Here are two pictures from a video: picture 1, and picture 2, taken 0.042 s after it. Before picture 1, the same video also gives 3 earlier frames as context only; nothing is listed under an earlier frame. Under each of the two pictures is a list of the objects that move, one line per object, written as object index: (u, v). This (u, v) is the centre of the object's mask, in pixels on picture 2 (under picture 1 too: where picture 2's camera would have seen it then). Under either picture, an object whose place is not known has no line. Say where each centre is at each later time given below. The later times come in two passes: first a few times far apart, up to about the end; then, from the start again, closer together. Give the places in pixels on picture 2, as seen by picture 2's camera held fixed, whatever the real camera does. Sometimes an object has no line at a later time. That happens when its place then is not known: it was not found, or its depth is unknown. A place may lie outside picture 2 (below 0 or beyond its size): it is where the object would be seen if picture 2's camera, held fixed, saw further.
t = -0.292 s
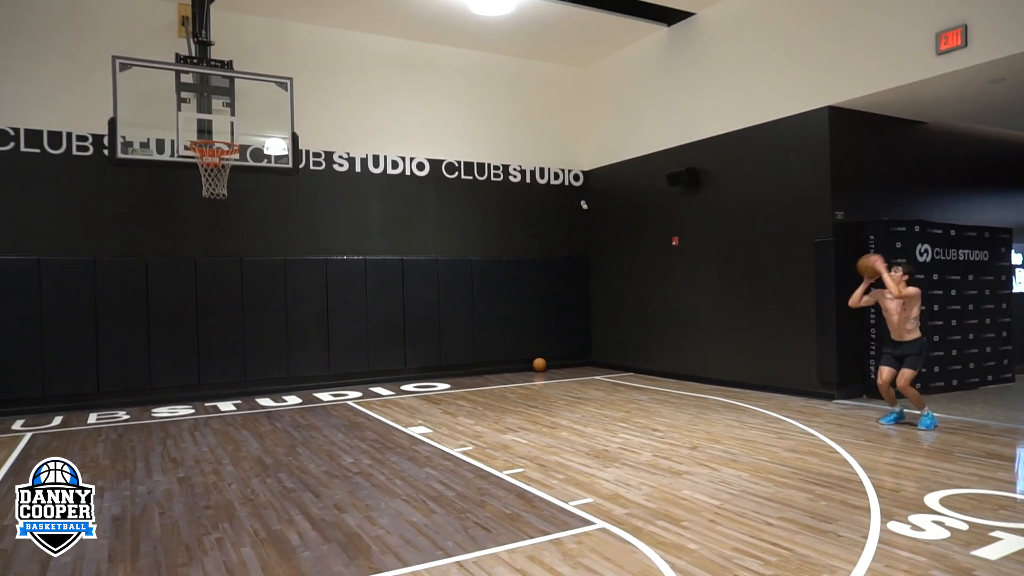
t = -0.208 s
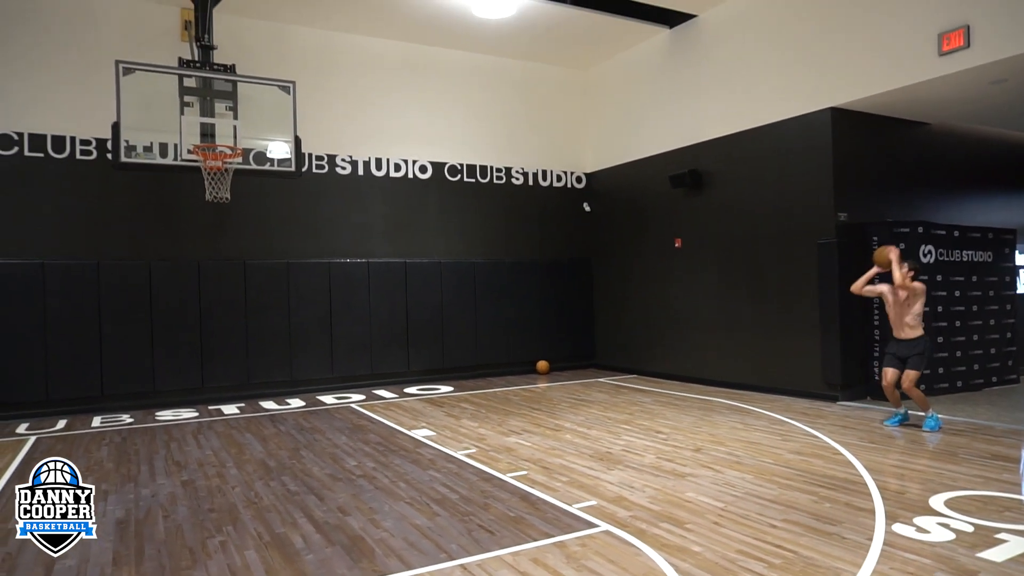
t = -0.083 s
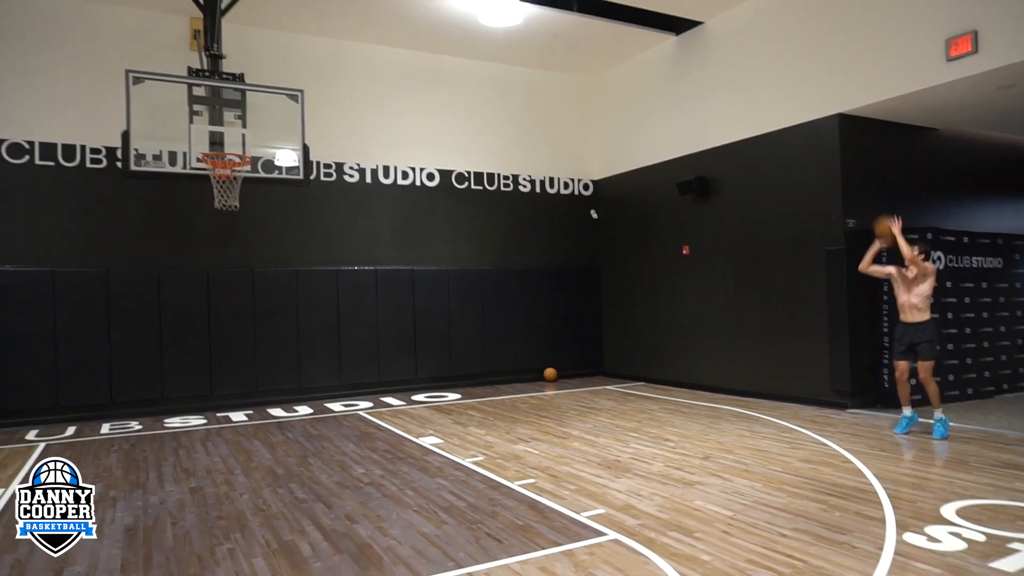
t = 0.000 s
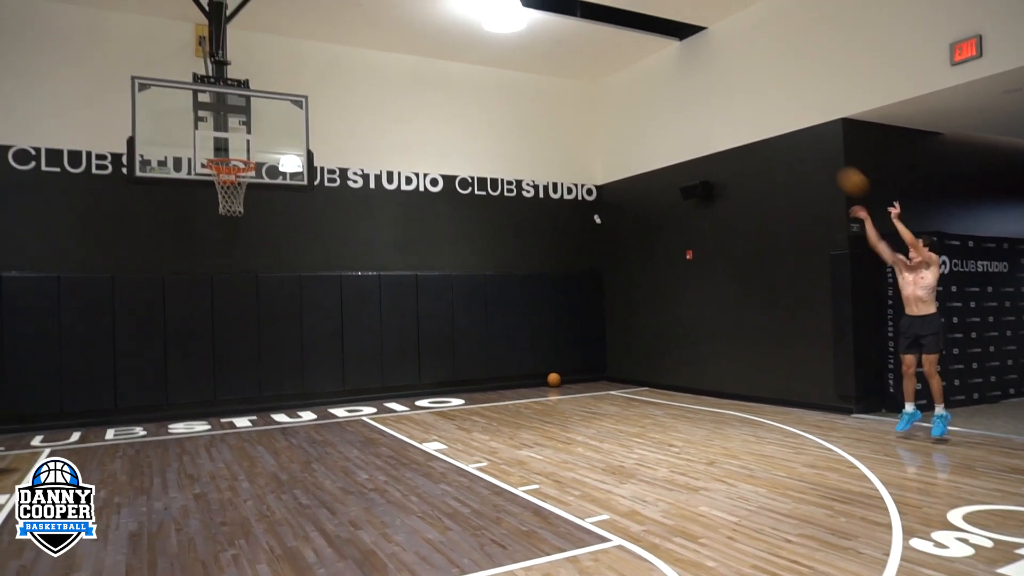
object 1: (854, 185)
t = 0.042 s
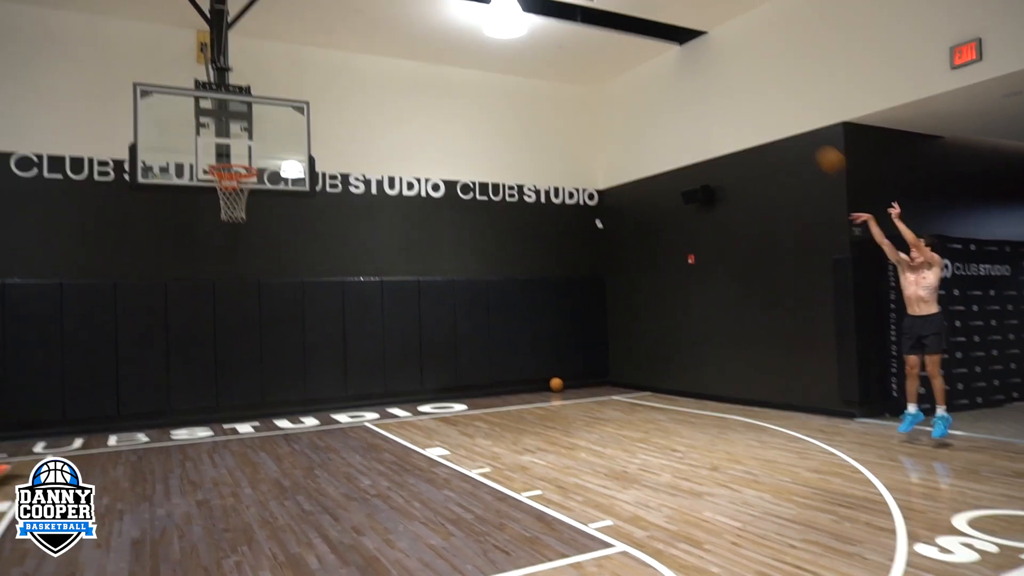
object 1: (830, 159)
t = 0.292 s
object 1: (692, 45)
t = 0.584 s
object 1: (544, -9)
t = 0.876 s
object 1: (404, 15)
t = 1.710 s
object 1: (282, 218)
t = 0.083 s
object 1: (808, 138)
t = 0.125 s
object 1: (783, 115)
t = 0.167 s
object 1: (760, 95)
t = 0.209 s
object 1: (737, 77)
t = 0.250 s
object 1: (715, 61)
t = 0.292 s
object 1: (692, 45)
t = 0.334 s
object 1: (672, 34)
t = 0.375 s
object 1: (649, 23)
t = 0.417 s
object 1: (628, 13)
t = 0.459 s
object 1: (606, 5)
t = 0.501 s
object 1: (586, -1)
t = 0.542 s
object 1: (564, -6)
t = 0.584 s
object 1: (544, -9)
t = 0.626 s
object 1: (523, -10)
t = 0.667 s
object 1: (503, -11)
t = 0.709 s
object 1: (483, -7)
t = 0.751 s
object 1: (463, -6)
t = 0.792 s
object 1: (443, -1)
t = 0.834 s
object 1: (423, 7)
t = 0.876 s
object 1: (404, 15)
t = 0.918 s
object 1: (385, 25)
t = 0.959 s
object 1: (366, 36)
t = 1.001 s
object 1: (347, 48)
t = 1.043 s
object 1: (328, 63)
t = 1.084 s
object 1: (310, 78)
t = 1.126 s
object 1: (290, 94)
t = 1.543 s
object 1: (267, 193)
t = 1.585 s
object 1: (270, 197)
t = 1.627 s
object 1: (274, 203)
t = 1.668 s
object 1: (278, 209)
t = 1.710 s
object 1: (282, 218)
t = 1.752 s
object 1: (285, 229)
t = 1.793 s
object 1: (288, 242)
